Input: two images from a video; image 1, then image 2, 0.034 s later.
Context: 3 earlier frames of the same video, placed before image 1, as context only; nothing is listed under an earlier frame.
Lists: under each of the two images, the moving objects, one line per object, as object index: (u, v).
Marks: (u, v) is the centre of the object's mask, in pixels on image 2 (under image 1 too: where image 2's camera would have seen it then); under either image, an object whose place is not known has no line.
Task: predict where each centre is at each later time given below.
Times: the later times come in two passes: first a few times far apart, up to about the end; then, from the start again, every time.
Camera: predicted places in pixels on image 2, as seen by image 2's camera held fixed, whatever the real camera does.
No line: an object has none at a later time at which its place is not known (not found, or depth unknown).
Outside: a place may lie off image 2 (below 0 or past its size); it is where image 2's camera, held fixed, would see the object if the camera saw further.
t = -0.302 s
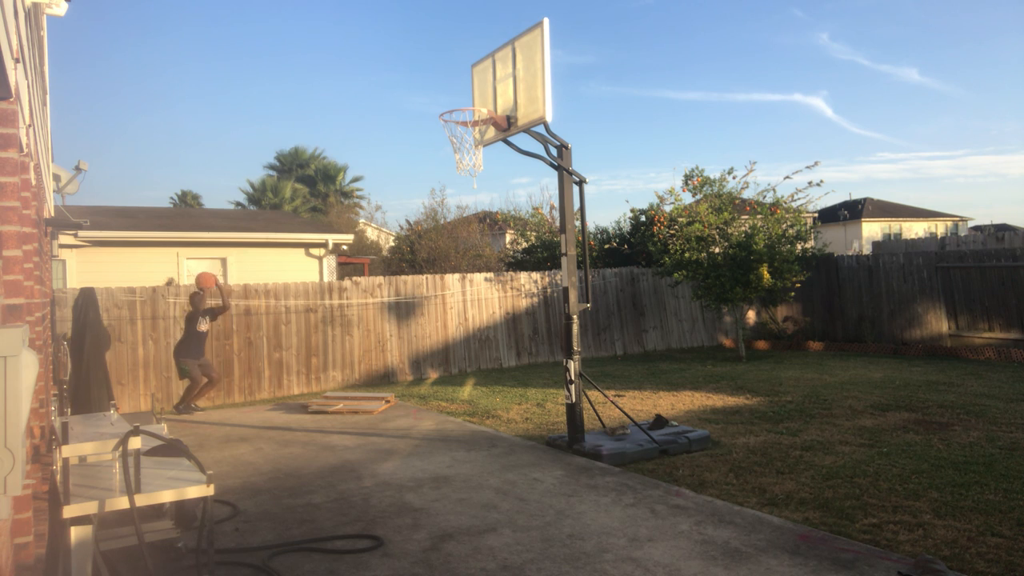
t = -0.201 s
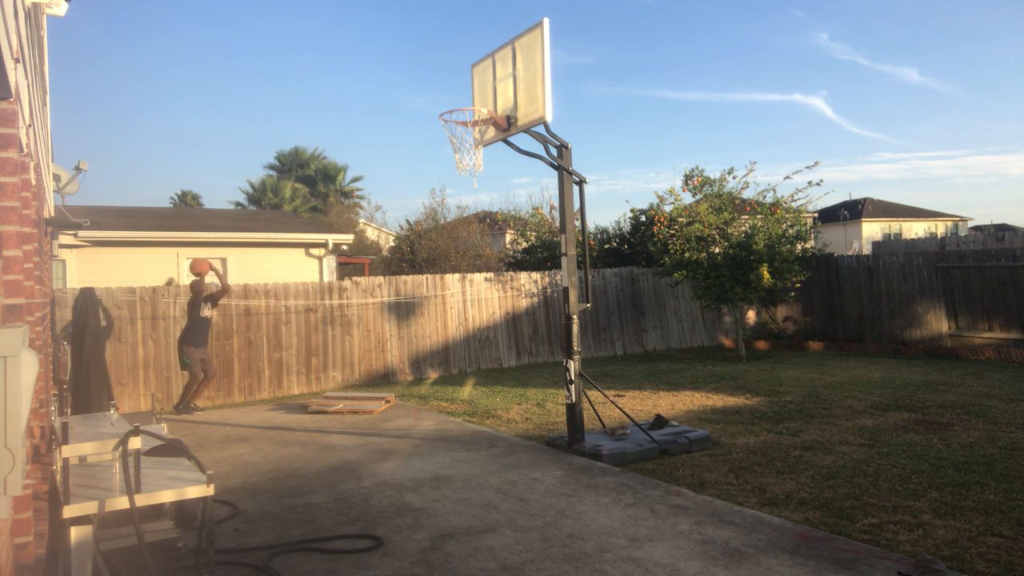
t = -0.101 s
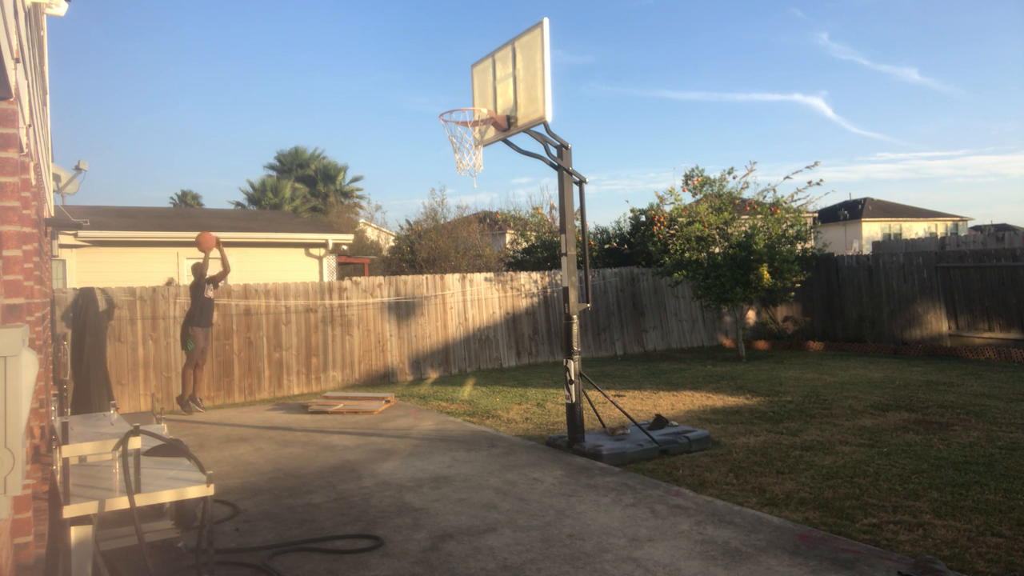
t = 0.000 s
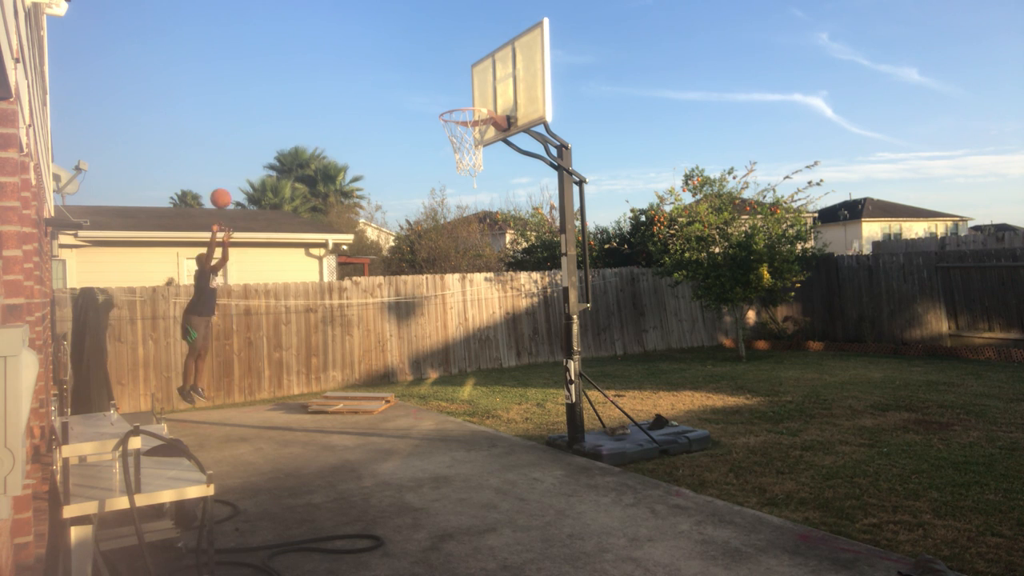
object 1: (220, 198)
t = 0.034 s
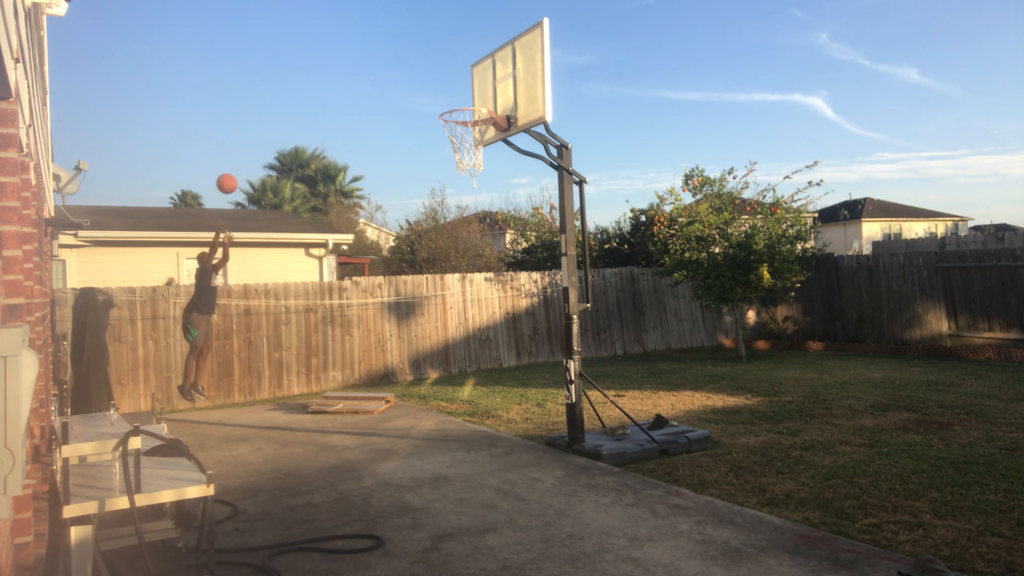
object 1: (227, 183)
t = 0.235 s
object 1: (268, 109)
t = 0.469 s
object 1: (325, 58)
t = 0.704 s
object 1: (393, 56)
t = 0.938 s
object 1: (475, 115)
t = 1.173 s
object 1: (460, 231)
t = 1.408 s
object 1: (447, 387)
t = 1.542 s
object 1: (434, 404)
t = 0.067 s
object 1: (233, 169)
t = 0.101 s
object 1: (239, 155)
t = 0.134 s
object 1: (246, 143)
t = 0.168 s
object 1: (253, 130)
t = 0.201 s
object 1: (261, 119)
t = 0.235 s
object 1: (268, 109)
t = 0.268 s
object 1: (275, 99)
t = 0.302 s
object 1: (283, 90)
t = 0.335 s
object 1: (291, 82)
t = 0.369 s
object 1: (299, 74)
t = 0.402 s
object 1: (307, 68)
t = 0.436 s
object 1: (316, 62)
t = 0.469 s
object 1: (325, 58)
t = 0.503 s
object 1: (334, 54)
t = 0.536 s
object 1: (343, 52)
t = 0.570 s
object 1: (353, 50)
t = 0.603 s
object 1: (362, 50)
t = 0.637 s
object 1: (372, 51)
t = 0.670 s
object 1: (383, 53)
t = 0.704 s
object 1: (393, 56)
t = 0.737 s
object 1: (404, 60)
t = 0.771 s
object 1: (415, 66)
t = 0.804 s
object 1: (427, 73)
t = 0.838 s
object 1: (439, 81)
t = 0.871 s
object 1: (451, 91)
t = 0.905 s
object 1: (464, 100)
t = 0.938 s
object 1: (475, 115)
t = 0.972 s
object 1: (473, 131)
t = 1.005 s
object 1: (471, 147)
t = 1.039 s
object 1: (468, 162)
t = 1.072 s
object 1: (466, 178)
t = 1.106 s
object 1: (463, 195)
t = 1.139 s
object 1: (462, 213)
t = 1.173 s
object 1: (460, 231)
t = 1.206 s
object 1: (458, 251)
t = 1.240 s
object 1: (455, 271)
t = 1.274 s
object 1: (453, 293)
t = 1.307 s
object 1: (451, 315)
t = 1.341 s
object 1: (450, 339)
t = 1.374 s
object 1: (449, 363)
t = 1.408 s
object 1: (447, 387)
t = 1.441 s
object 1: (445, 413)
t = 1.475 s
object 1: (444, 440)
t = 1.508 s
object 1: (439, 427)
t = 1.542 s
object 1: (434, 404)
